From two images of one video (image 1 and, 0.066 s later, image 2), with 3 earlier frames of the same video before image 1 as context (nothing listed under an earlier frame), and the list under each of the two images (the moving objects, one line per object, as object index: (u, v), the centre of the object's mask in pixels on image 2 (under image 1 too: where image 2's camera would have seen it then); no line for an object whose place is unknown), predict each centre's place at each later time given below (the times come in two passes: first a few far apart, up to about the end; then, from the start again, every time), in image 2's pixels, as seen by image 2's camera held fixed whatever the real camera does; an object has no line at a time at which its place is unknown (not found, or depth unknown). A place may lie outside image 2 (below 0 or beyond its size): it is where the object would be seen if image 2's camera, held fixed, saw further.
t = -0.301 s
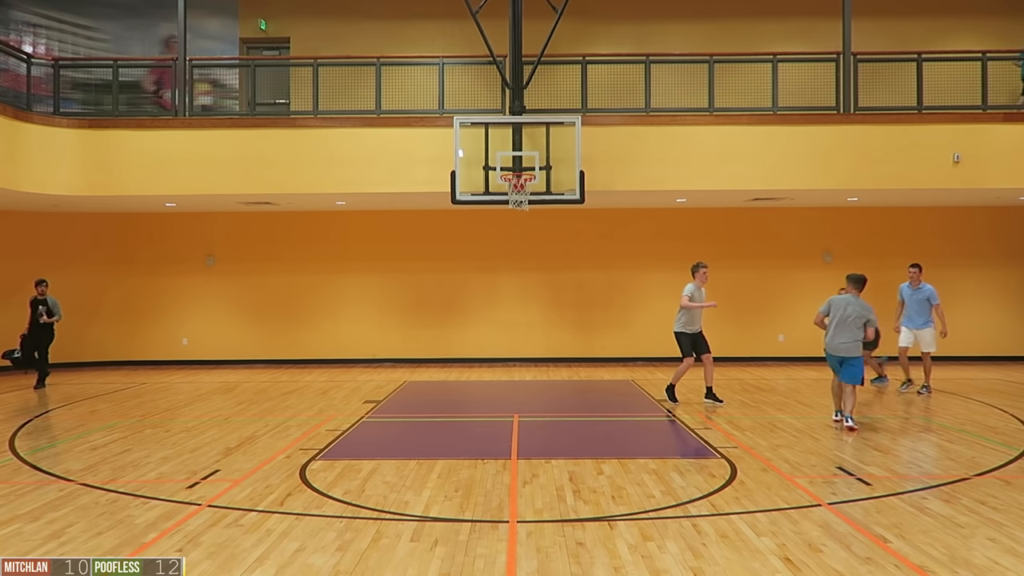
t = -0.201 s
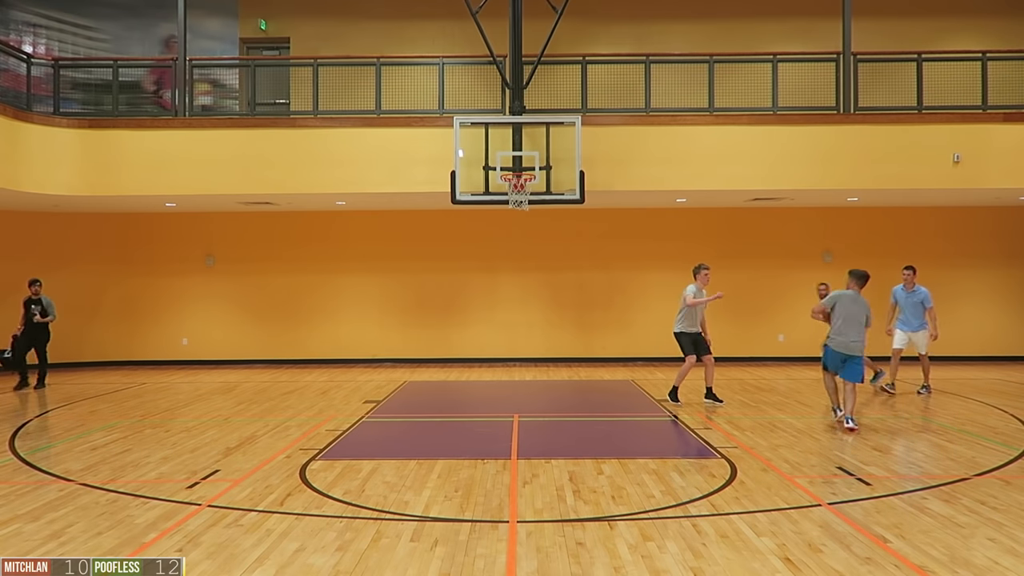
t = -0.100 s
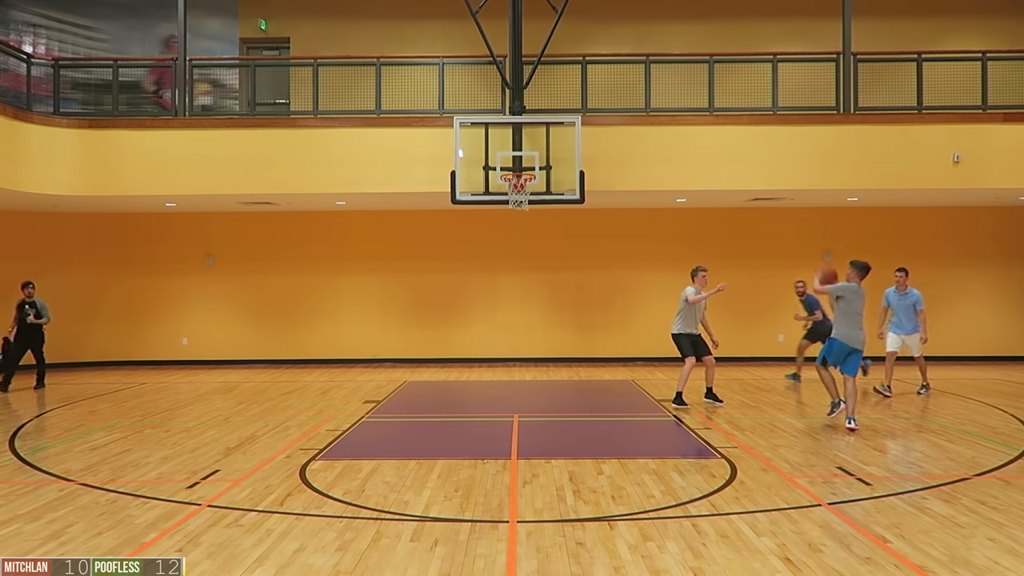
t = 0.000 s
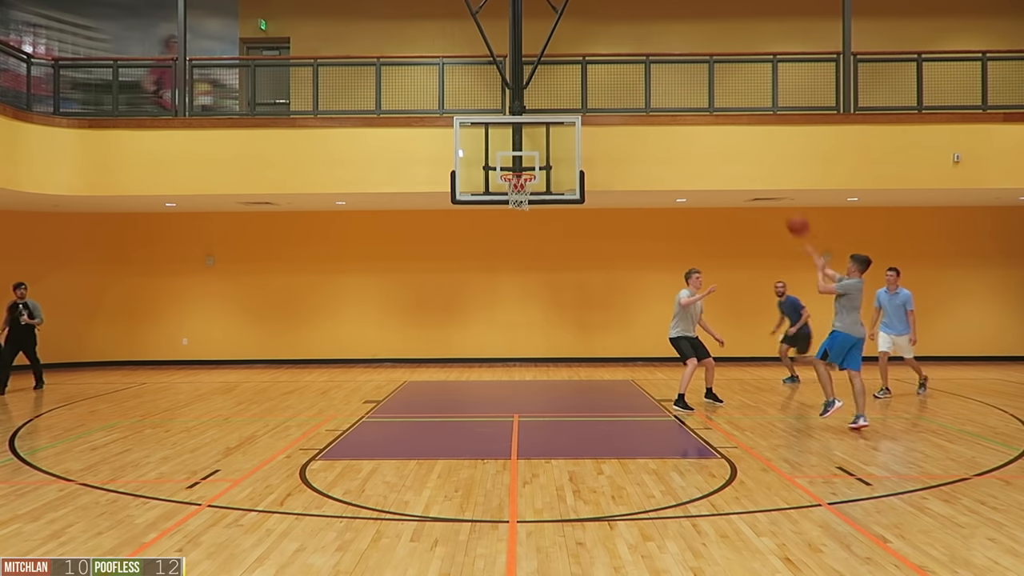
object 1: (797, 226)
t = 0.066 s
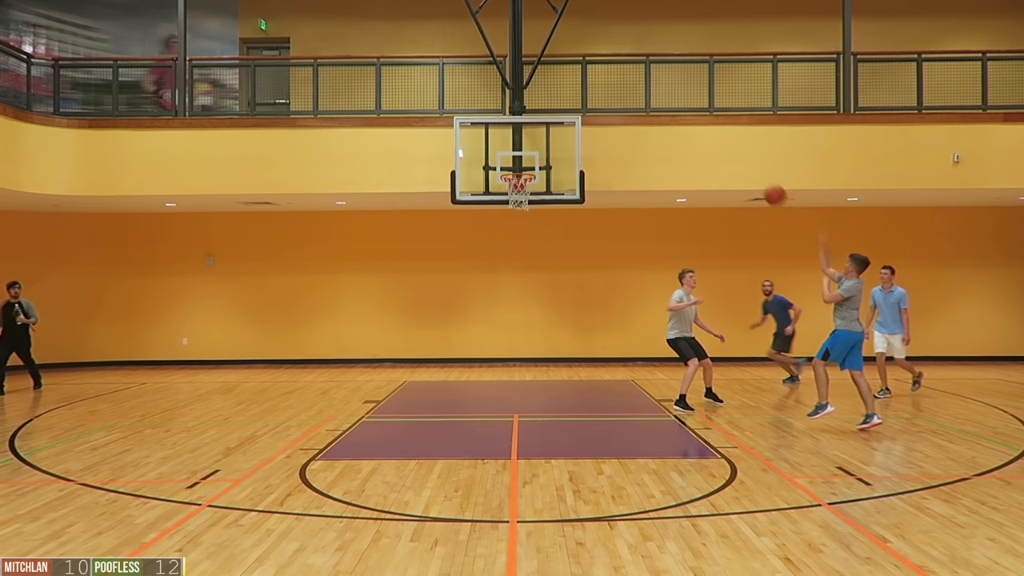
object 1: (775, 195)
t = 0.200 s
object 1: (731, 149)
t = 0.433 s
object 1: (663, 107)
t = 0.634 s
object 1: (611, 108)
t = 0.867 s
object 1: (556, 142)
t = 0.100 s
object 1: (764, 182)
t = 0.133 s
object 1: (752, 169)
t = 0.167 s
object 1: (742, 158)
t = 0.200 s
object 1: (731, 149)
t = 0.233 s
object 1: (721, 140)
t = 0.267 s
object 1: (711, 132)
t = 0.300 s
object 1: (701, 125)
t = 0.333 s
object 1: (691, 119)
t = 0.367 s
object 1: (682, 115)
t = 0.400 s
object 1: (673, 111)
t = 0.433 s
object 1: (663, 107)
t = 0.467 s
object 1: (654, 105)
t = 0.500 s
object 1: (645, 104)
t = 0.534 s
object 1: (636, 104)
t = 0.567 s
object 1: (628, 104)
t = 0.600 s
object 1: (619, 105)
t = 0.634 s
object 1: (611, 108)
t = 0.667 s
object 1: (603, 110)
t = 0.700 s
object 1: (595, 113)
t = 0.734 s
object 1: (587, 118)
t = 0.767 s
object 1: (579, 123)
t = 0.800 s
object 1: (571, 128)
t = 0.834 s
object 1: (564, 135)
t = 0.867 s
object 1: (556, 142)
